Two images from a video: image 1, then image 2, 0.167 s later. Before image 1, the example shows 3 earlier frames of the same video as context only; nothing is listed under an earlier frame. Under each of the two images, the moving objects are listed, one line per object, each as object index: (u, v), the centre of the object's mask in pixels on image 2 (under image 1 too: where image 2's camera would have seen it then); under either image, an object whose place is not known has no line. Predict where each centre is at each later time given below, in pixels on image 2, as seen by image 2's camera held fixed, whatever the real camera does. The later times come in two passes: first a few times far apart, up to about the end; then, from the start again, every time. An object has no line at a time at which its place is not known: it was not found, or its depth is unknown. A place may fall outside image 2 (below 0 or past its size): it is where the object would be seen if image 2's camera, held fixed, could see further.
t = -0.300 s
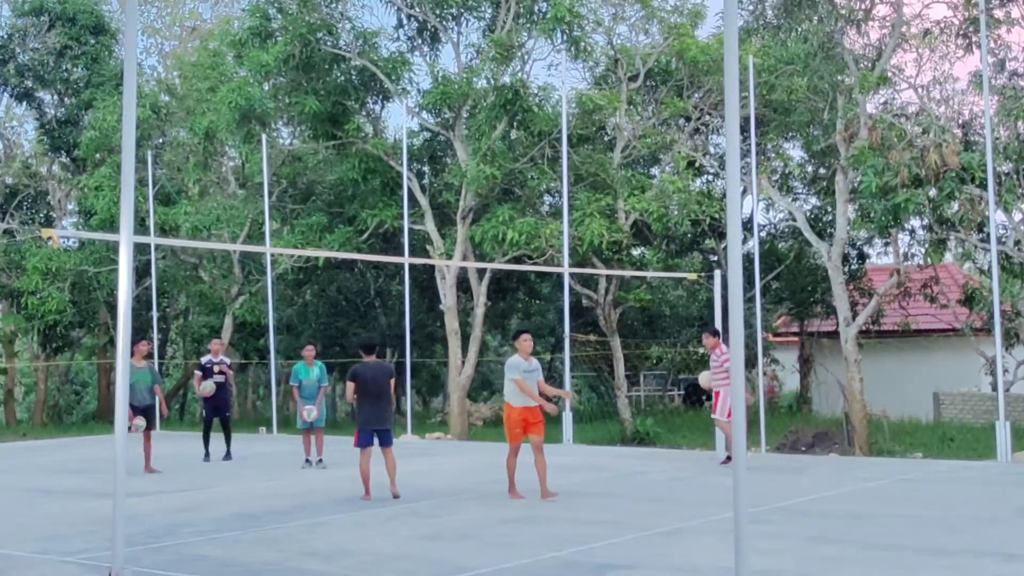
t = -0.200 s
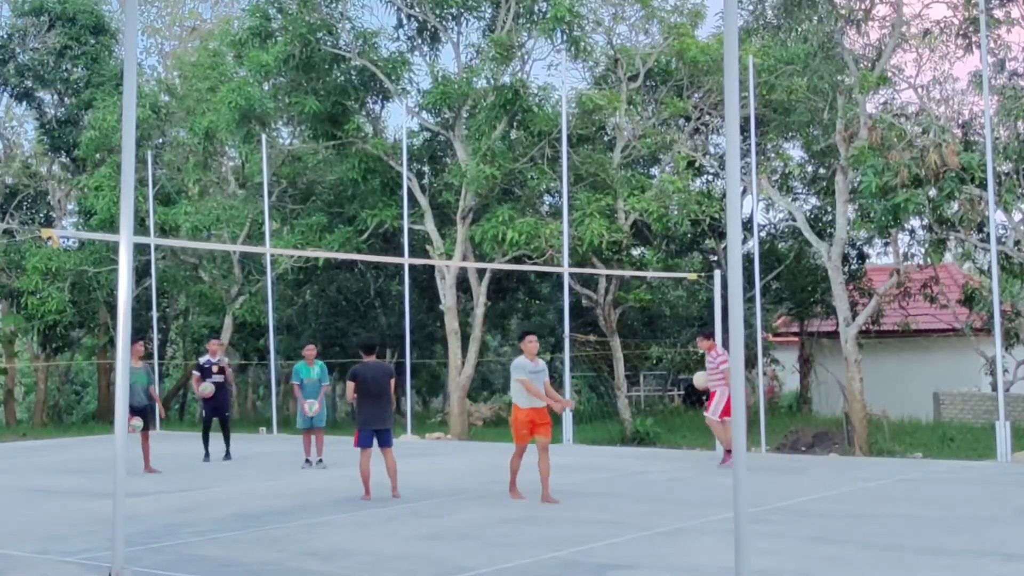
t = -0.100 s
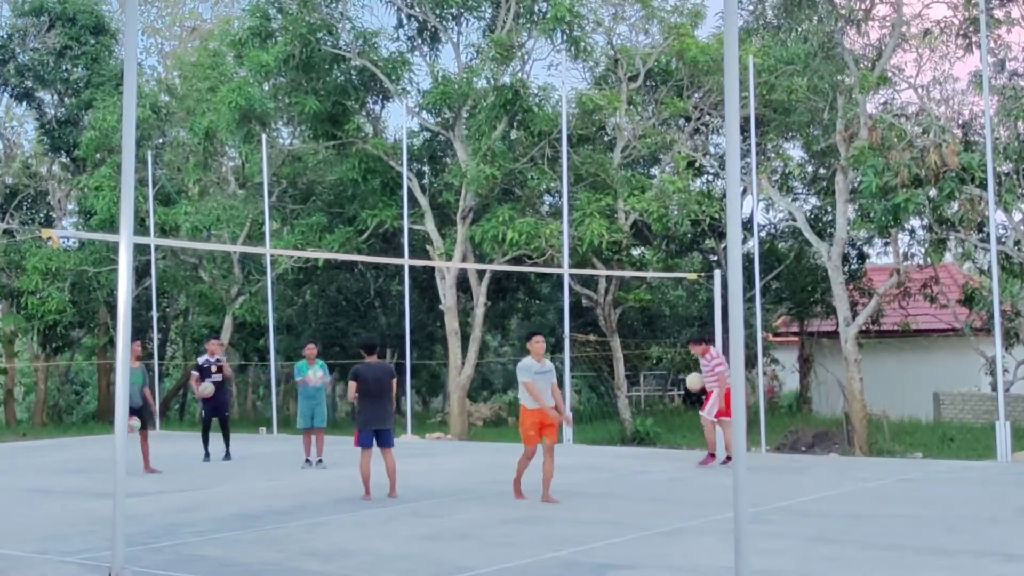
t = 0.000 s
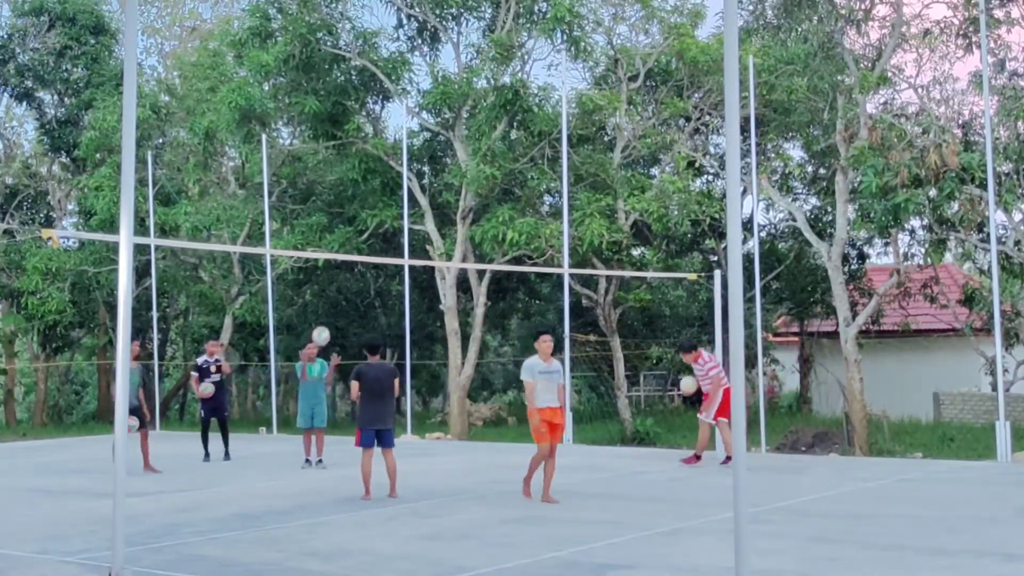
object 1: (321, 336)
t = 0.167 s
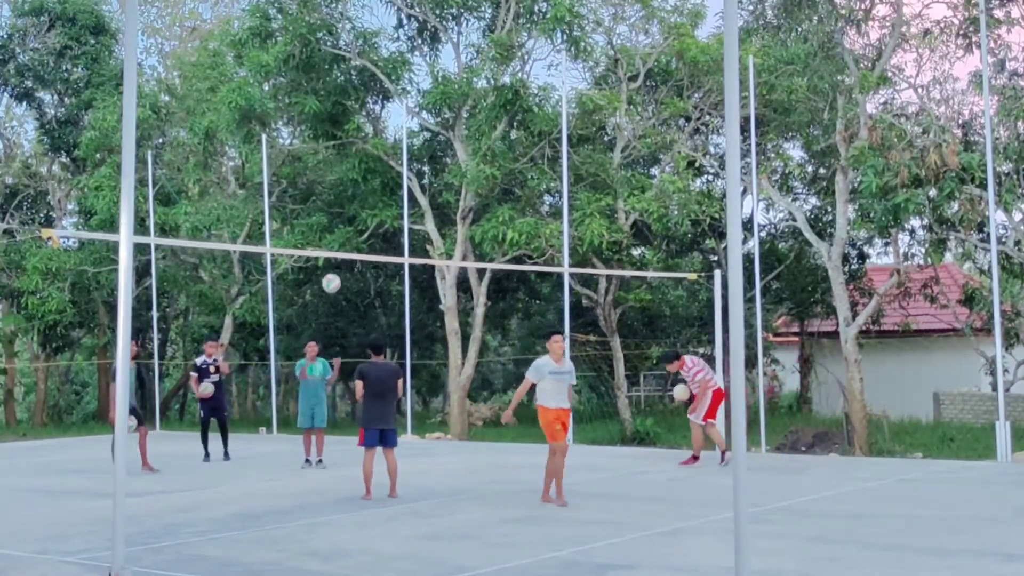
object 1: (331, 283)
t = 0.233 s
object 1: (335, 268)
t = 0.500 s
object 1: (353, 242)
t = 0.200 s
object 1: (333, 275)
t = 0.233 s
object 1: (335, 268)
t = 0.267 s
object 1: (337, 264)
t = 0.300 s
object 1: (340, 256)
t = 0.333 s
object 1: (342, 251)
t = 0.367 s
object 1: (344, 246)
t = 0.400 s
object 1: (346, 245)
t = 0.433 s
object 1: (348, 243)
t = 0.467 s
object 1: (351, 242)
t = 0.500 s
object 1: (353, 242)
